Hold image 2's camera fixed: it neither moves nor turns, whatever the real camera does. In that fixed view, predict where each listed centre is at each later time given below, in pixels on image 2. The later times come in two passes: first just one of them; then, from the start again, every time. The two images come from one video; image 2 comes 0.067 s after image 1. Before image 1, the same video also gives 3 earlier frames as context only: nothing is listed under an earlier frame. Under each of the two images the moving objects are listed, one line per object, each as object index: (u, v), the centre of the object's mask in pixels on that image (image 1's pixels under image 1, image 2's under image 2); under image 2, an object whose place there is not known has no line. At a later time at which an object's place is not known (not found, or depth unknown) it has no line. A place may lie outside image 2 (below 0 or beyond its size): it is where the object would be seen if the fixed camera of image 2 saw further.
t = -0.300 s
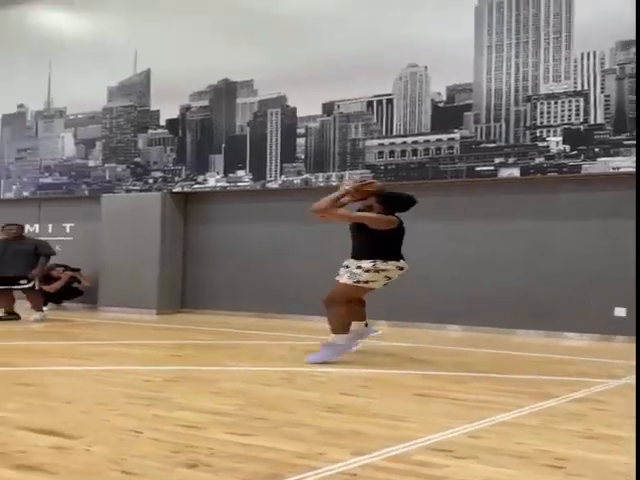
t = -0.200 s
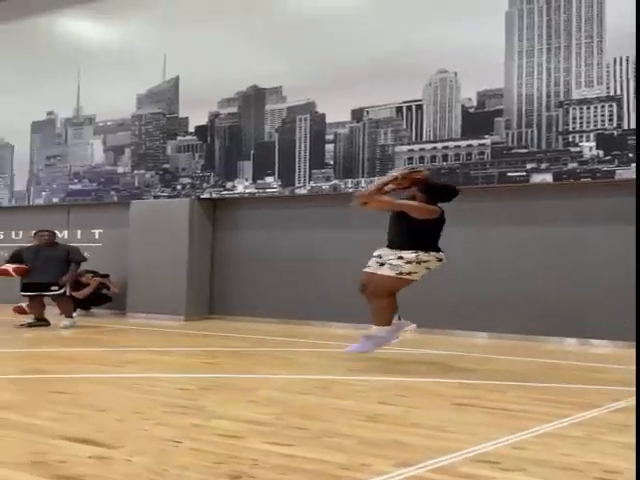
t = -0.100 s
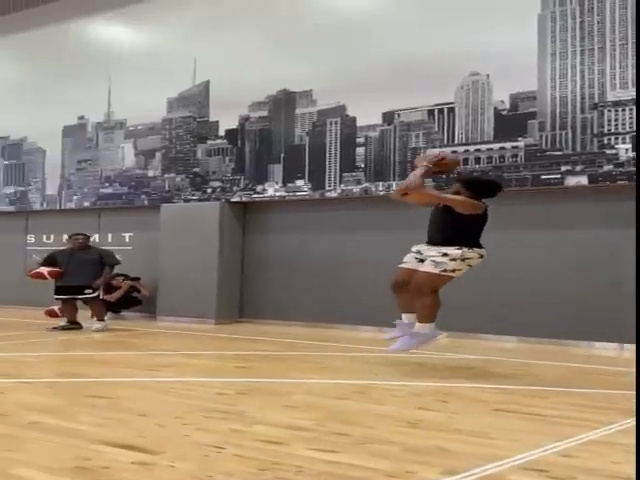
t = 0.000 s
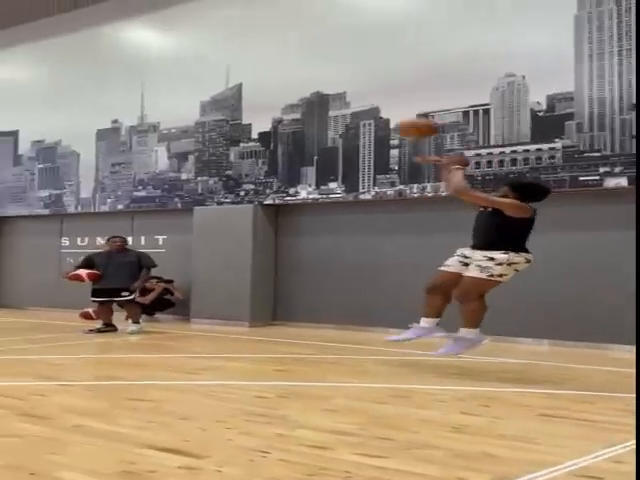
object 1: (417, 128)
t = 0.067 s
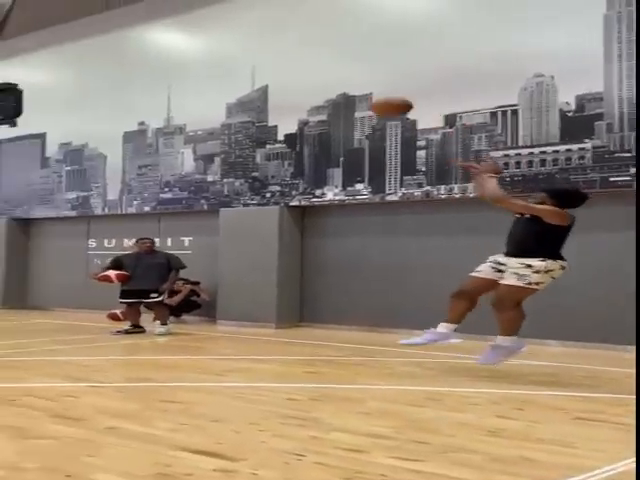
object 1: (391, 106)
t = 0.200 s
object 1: (297, 76)
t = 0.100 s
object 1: (366, 97)
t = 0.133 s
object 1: (342, 90)
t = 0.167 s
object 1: (319, 82)
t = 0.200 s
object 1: (297, 76)
